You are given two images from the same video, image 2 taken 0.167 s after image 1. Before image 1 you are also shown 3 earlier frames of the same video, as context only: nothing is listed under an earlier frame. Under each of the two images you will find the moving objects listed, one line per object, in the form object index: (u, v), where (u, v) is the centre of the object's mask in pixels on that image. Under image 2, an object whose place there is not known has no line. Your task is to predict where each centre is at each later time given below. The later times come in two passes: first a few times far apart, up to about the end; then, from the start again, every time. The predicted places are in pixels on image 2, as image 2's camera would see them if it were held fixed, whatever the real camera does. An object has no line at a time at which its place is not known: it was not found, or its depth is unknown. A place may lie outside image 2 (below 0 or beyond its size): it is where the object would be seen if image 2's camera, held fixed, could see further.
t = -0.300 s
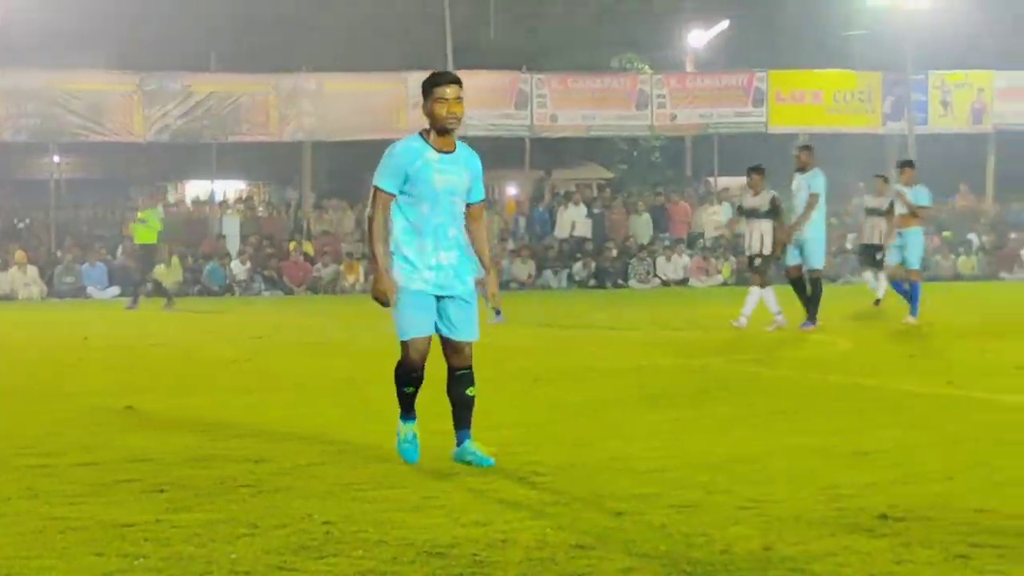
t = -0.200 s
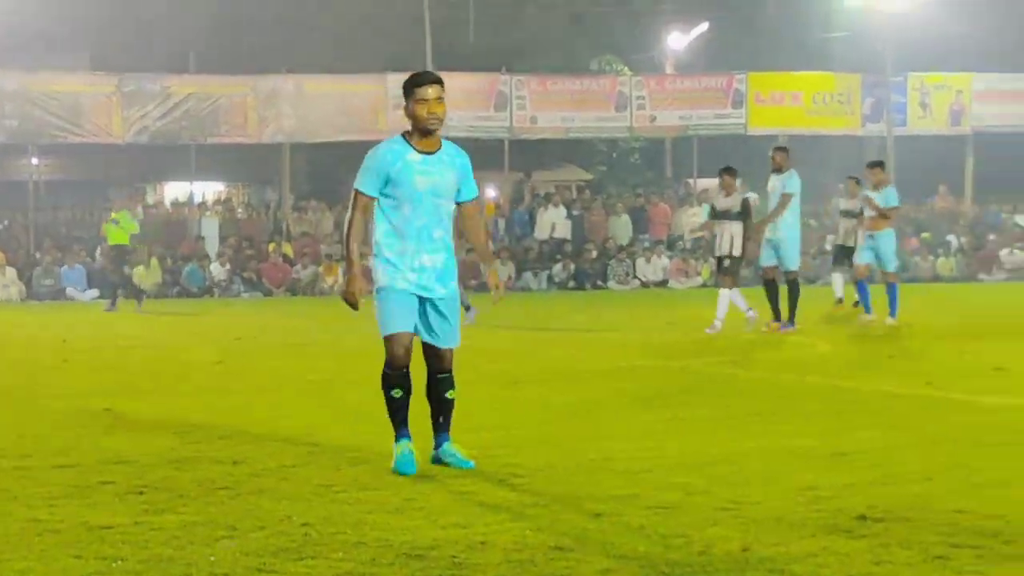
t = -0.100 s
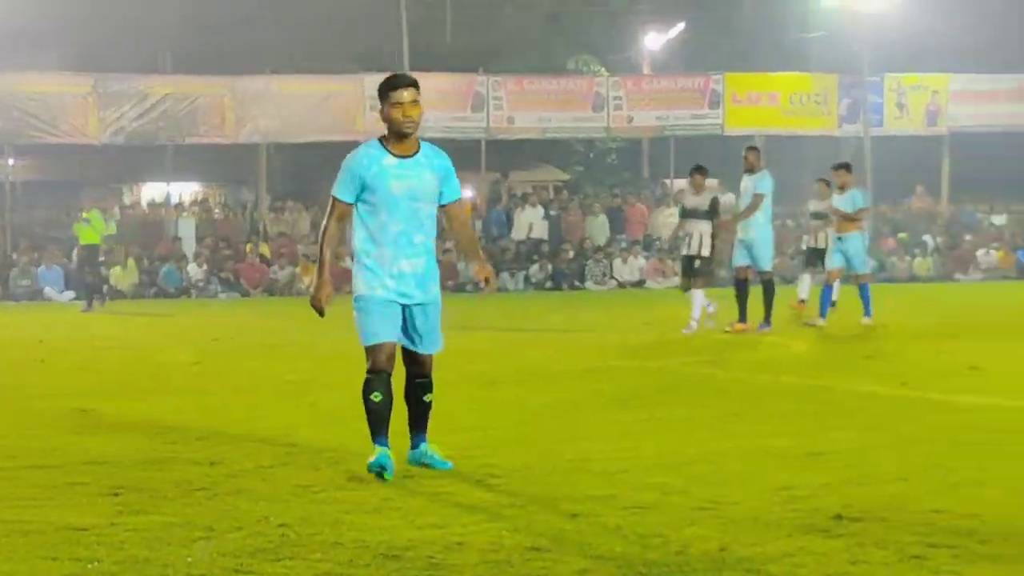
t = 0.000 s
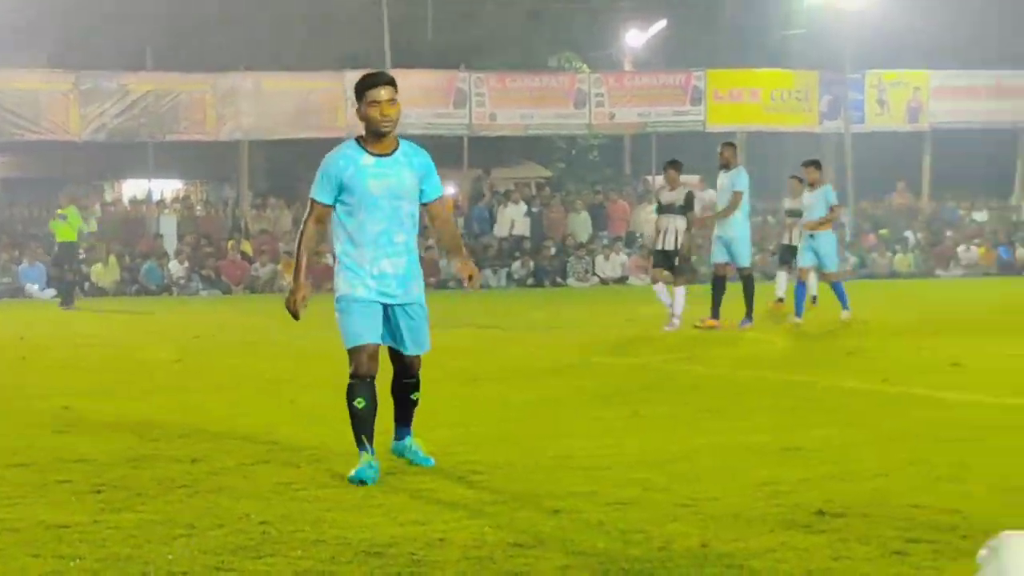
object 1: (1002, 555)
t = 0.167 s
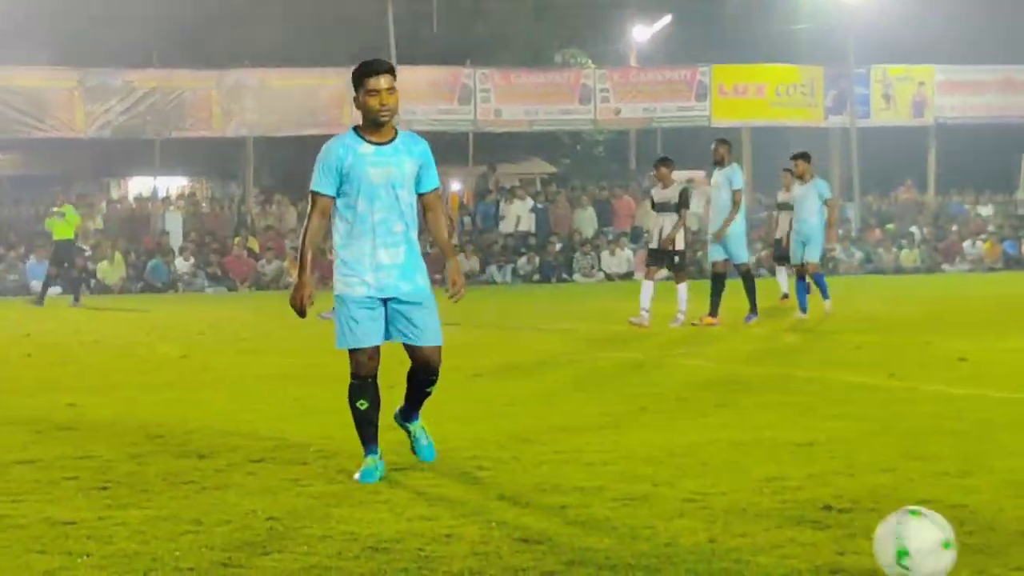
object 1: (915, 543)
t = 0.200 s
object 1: (893, 542)
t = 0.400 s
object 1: (786, 523)
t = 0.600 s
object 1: (695, 509)
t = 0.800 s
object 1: (621, 496)
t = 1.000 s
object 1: (556, 486)
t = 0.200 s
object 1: (893, 542)
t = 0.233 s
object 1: (874, 541)
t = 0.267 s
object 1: (855, 539)
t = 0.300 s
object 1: (837, 534)
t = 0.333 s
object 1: (820, 530)
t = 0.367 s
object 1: (803, 528)
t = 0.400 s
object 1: (786, 523)
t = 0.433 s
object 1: (769, 520)
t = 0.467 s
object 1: (753, 518)
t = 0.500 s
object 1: (738, 516)
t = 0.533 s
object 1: (723, 513)
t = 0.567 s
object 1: (709, 512)
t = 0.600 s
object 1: (695, 509)
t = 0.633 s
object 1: (682, 506)
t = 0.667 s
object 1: (669, 506)
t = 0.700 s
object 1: (656, 504)
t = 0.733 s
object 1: (644, 500)
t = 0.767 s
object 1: (632, 497)
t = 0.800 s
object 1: (621, 496)
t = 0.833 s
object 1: (609, 496)
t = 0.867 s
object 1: (597, 492)
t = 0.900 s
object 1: (586, 490)
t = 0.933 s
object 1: (576, 489)
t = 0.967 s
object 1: (565, 487)
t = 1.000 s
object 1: (556, 486)
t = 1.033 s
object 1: (547, 485)
